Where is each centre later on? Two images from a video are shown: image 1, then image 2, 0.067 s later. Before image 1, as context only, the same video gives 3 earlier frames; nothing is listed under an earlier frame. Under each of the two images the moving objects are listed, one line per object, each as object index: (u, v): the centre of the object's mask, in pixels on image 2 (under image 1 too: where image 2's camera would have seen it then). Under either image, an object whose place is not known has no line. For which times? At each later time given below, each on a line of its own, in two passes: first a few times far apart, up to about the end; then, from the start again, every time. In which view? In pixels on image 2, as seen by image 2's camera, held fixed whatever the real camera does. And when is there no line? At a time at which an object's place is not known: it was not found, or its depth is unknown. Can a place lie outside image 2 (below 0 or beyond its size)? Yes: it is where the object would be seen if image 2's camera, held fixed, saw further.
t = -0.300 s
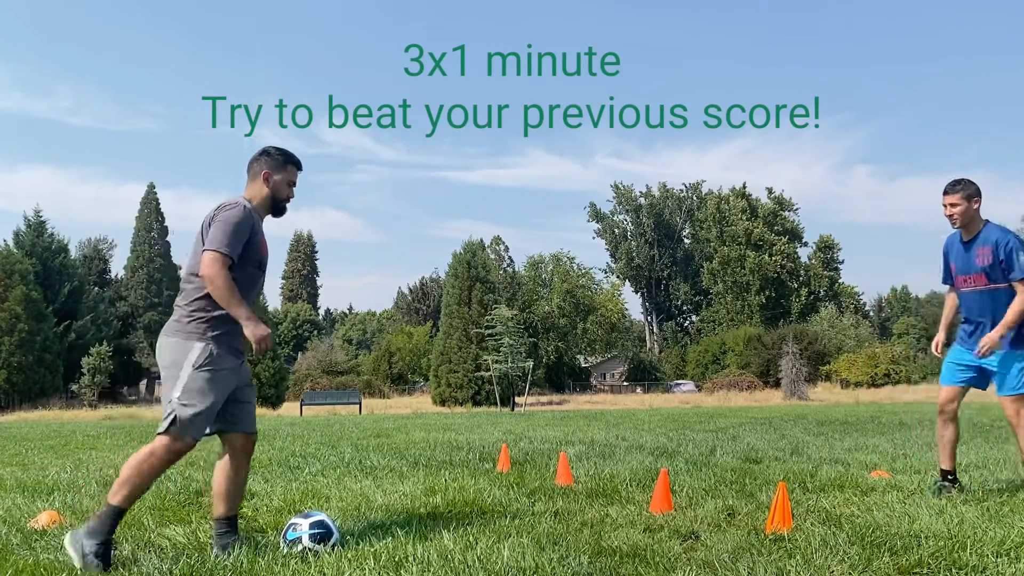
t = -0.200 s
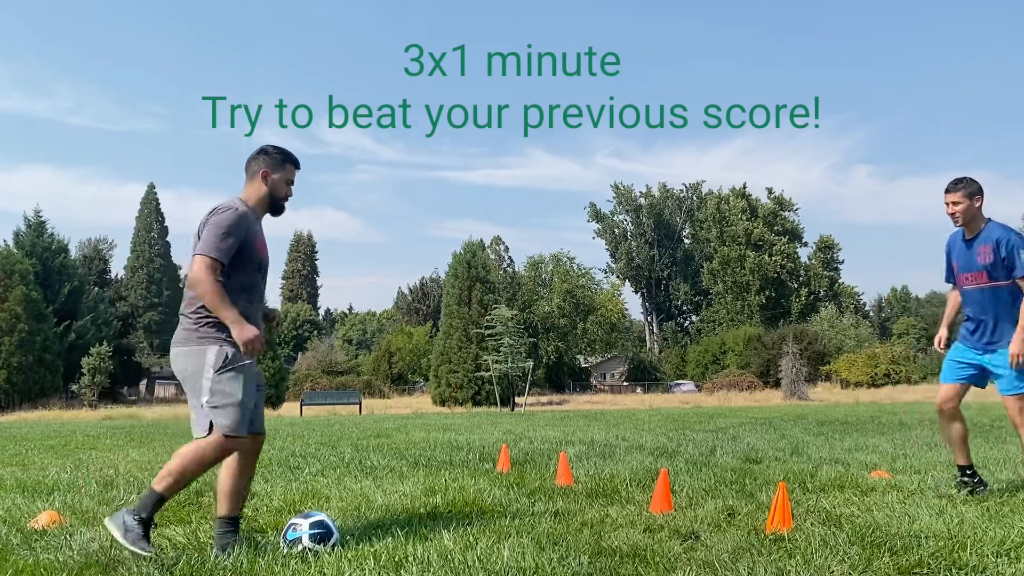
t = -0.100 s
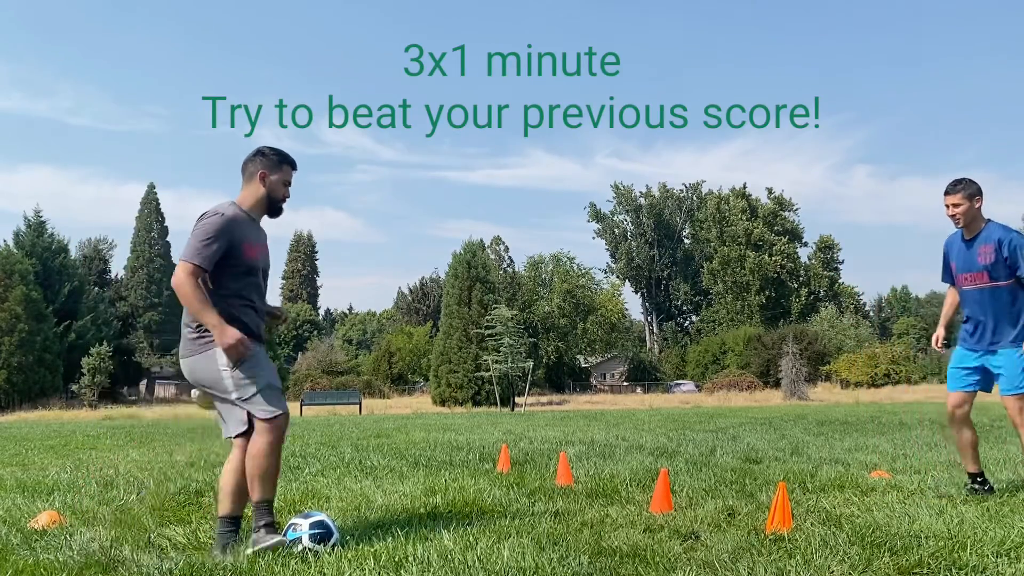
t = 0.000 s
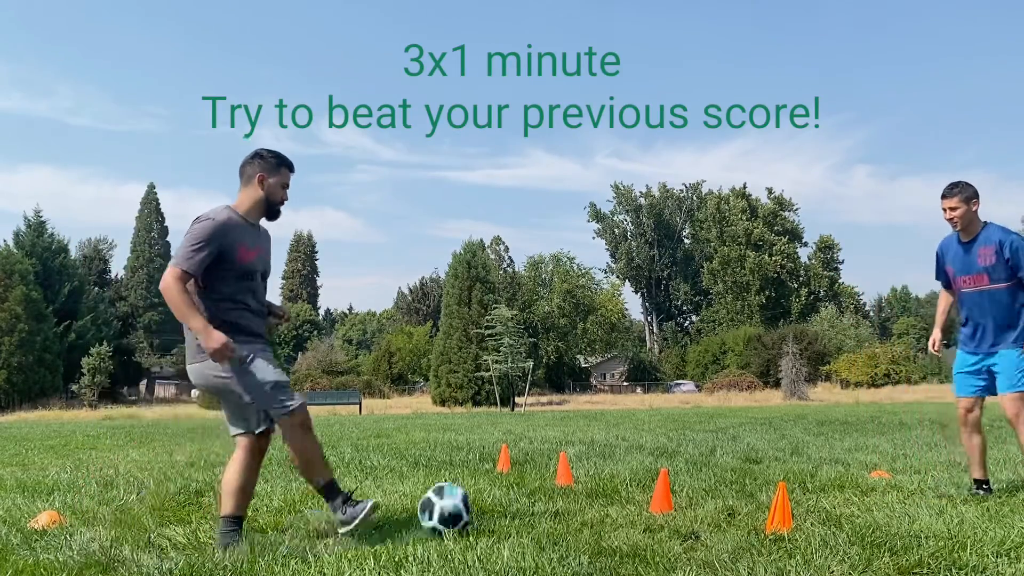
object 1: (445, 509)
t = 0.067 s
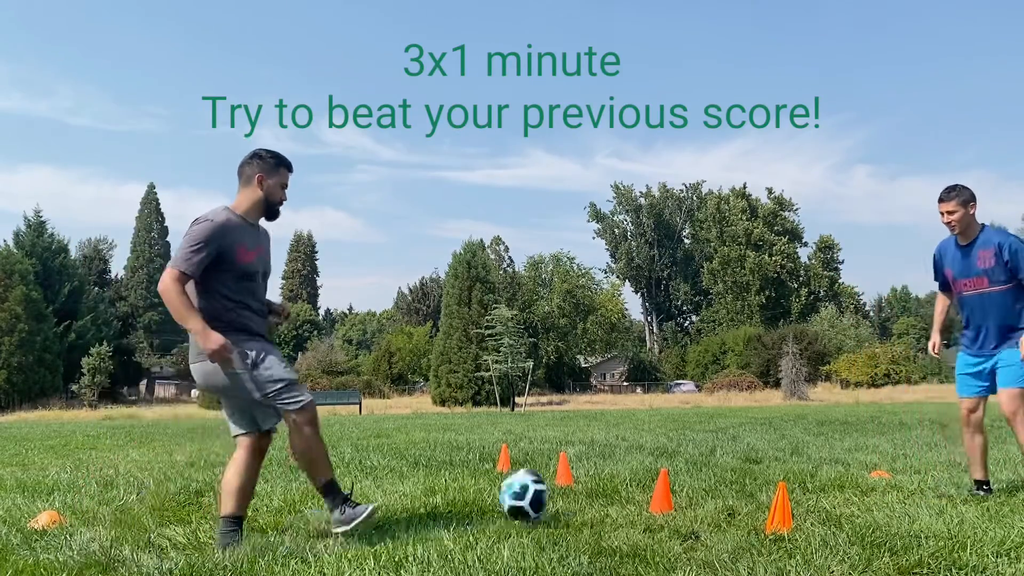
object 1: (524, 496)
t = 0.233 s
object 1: (691, 501)
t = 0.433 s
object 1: (811, 474)
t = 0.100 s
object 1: (560, 492)
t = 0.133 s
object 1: (595, 491)
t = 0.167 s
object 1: (629, 493)
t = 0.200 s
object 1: (661, 497)
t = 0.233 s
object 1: (691, 501)
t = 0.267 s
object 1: (719, 501)
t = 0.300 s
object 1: (738, 498)
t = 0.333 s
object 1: (756, 489)
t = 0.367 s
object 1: (775, 479)
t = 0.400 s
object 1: (794, 476)
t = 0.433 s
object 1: (811, 474)
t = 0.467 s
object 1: (828, 474)
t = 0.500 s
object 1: (845, 475)
